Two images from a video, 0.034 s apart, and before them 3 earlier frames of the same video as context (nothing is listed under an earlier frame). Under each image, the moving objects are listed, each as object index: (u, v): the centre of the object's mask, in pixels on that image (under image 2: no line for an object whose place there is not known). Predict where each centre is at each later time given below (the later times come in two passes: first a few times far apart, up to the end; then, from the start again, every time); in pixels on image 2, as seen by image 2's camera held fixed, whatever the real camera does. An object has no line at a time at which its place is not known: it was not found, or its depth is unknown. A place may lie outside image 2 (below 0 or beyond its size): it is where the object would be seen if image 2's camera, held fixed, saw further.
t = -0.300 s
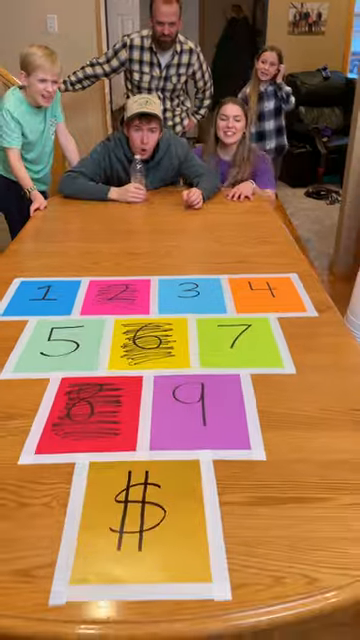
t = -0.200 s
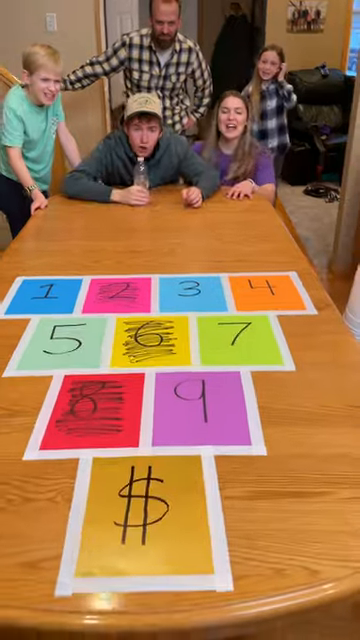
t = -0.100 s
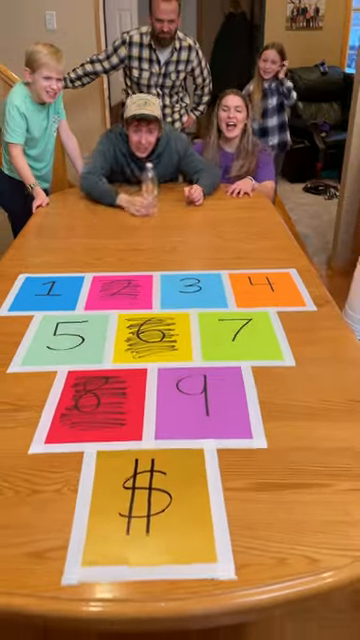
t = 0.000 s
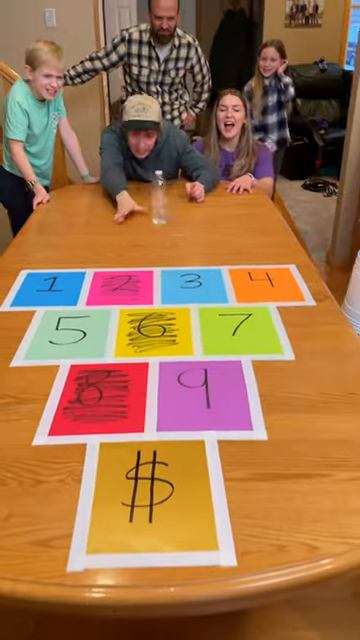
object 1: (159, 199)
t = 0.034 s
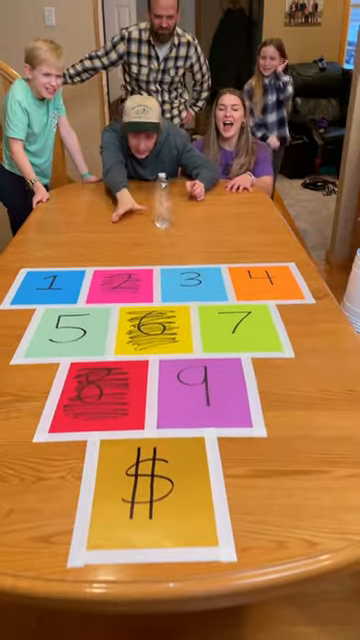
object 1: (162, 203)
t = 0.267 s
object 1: (186, 234)
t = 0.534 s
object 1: (214, 271)
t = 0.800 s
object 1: (232, 297)
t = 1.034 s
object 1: (236, 307)
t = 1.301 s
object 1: (233, 307)
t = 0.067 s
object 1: (166, 207)
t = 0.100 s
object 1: (169, 212)
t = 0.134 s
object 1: (172, 215)
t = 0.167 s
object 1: (175, 220)
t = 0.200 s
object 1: (179, 225)
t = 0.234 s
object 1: (182, 230)
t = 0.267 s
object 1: (186, 234)
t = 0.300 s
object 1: (190, 237)
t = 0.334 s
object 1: (194, 243)
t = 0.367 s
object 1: (196, 248)
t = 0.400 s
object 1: (200, 252)
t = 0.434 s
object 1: (203, 258)
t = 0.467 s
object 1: (206, 262)
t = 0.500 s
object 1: (210, 266)
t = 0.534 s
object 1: (214, 271)
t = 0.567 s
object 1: (216, 273)
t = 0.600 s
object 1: (220, 279)
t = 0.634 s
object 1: (222, 282)
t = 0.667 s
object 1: (223, 286)
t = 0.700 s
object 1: (225, 289)
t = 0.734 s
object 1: (228, 293)
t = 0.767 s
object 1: (230, 295)
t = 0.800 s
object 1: (232, 297)
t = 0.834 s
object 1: (234, 300)
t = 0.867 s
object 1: (235, 301)
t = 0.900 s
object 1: (235, 303)
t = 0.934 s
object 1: (235, 305)
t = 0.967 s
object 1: (236, 306)
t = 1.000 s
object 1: (236, 306)
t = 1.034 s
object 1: (236, 307)
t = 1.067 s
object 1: (235, 308)
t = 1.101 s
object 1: (235, 308)
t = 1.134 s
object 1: (235, 307)
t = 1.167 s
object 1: (235, 308)
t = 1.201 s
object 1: (234, 308)
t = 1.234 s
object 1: (233, 308)
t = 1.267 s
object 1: (233, 308)
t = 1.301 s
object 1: (233, 307)
